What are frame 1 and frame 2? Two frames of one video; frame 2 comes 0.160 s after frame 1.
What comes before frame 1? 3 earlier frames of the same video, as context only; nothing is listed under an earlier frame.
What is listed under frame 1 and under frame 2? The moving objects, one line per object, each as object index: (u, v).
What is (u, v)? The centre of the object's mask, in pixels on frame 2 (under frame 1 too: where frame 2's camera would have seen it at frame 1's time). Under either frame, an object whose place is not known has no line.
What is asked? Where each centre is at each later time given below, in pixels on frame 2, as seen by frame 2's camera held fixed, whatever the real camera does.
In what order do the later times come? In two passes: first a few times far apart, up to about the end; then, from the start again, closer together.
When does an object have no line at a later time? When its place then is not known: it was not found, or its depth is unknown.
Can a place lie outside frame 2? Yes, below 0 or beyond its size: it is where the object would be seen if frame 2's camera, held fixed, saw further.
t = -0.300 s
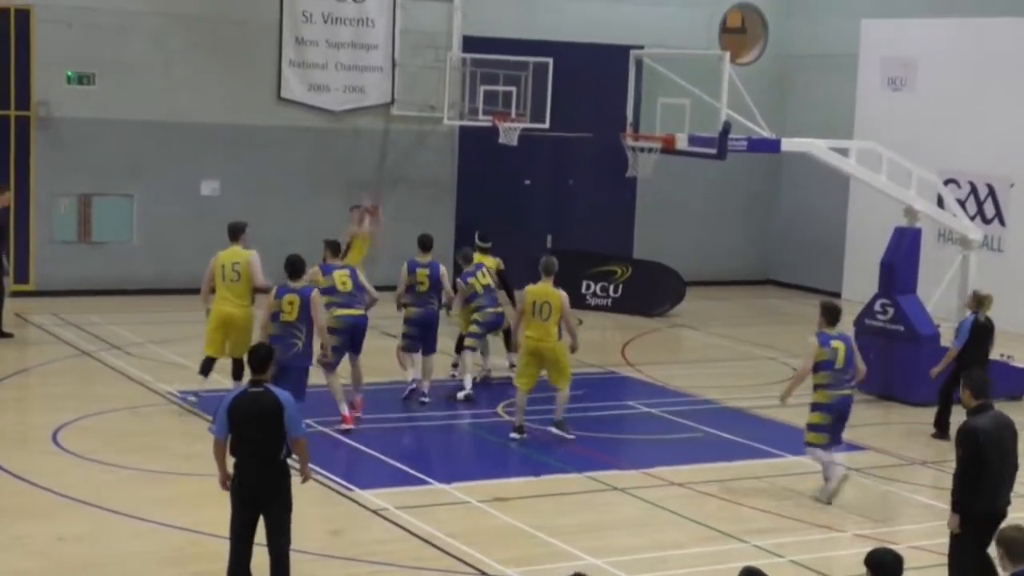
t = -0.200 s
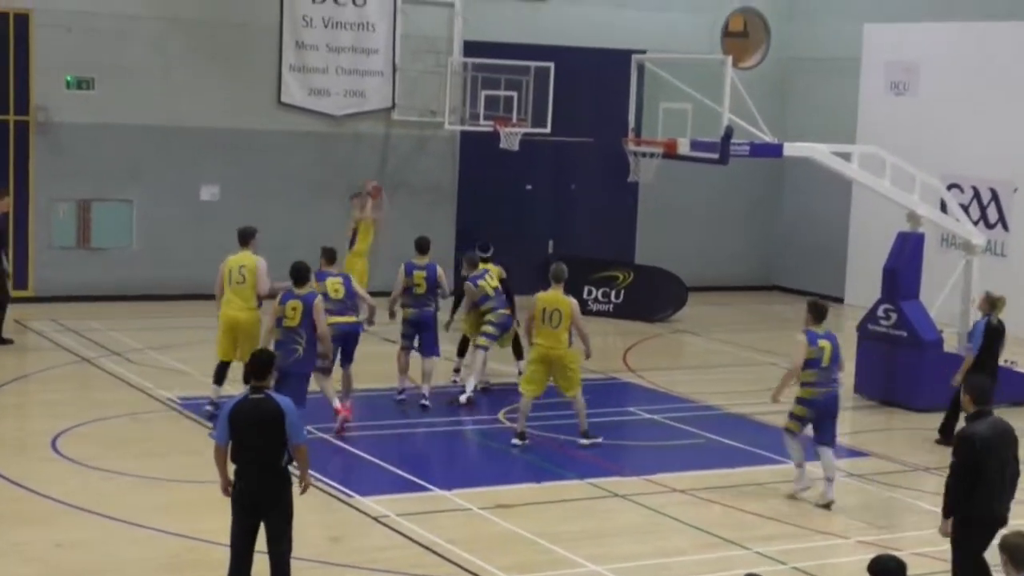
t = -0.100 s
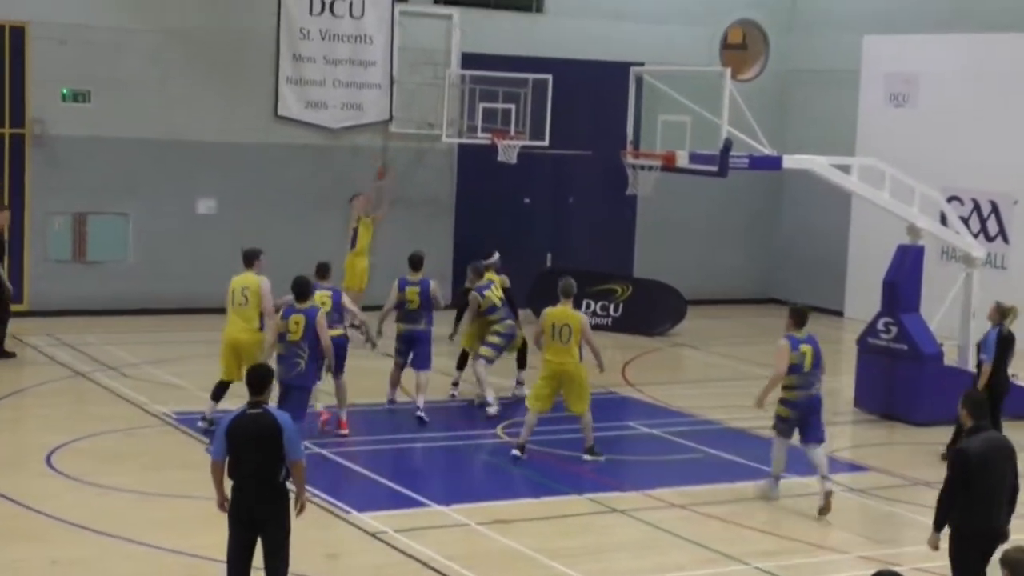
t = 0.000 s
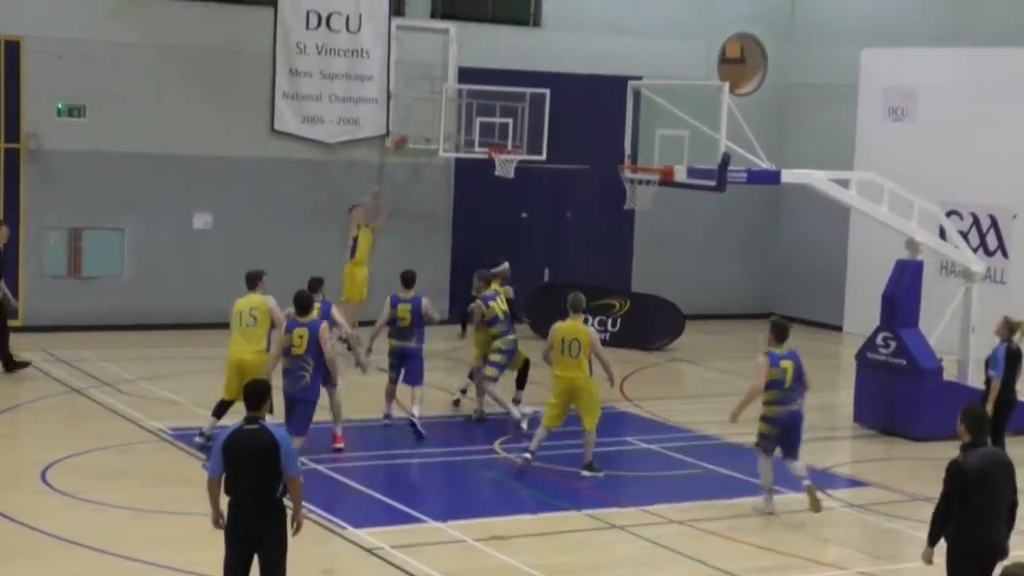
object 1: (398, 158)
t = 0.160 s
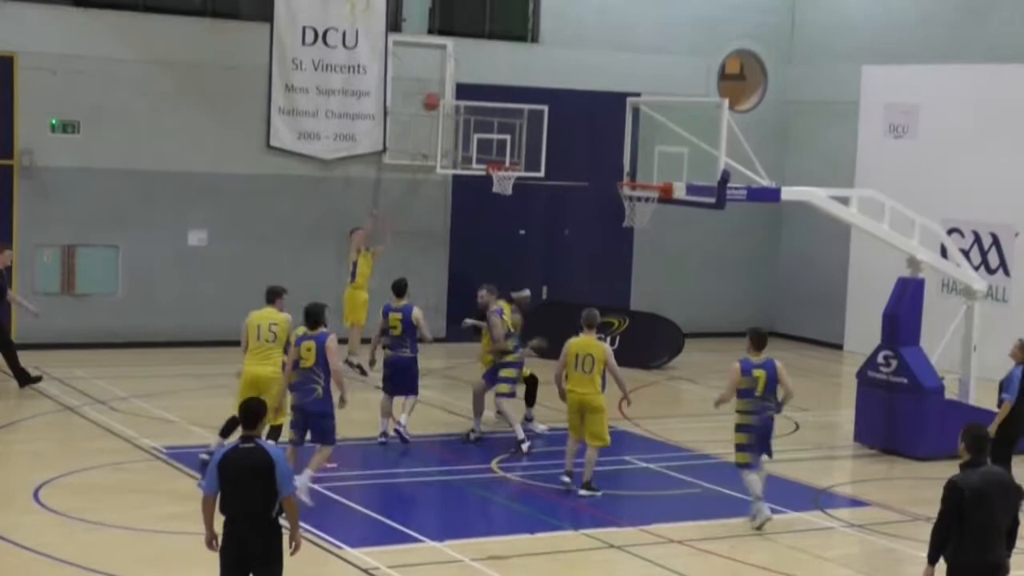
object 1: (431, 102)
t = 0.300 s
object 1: (461, 67)
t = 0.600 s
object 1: (529, 41)
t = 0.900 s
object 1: (601, 92)
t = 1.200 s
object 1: (638, 184)
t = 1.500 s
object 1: (620, 209)
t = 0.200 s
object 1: (439, 90)
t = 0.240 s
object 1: (448, 80)
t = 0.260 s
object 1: (451, 76)
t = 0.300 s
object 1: (461, 67)
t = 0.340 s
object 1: (469, 60)
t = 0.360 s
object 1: (474, 57)
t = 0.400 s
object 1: (483, 51)
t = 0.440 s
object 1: (492, 46)
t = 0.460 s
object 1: (497, 45)
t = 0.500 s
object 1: (506, 42)
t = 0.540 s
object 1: (515, 41)
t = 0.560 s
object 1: (520, 40)
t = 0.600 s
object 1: (529, 41)
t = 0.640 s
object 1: (538, 44)
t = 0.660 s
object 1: (543, 45)
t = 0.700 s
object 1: (552, 50)
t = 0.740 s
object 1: (562, 55)
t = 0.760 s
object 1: (567, 59)
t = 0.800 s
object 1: (577, 67)
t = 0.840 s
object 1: (586, 76)
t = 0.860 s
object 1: (591, 81)
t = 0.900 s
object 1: (601, 92)
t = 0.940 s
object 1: (611, 105)
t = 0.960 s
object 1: (616, 112)
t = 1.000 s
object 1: (626, 129)
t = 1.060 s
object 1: (642, 157)
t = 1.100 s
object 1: (652, 175)
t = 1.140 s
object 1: (635, 183)
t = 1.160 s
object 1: (631, 182)
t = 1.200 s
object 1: (638, 184)
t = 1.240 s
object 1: (645, 188)
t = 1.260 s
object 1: (648, 189)
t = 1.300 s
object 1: (646, 195)
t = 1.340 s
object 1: (637, 206)
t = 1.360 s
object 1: (634, 207)
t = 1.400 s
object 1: (630, 209)
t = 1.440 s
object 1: (626, 210)
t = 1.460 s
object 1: (622, 209)
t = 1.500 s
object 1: (620, 209)
